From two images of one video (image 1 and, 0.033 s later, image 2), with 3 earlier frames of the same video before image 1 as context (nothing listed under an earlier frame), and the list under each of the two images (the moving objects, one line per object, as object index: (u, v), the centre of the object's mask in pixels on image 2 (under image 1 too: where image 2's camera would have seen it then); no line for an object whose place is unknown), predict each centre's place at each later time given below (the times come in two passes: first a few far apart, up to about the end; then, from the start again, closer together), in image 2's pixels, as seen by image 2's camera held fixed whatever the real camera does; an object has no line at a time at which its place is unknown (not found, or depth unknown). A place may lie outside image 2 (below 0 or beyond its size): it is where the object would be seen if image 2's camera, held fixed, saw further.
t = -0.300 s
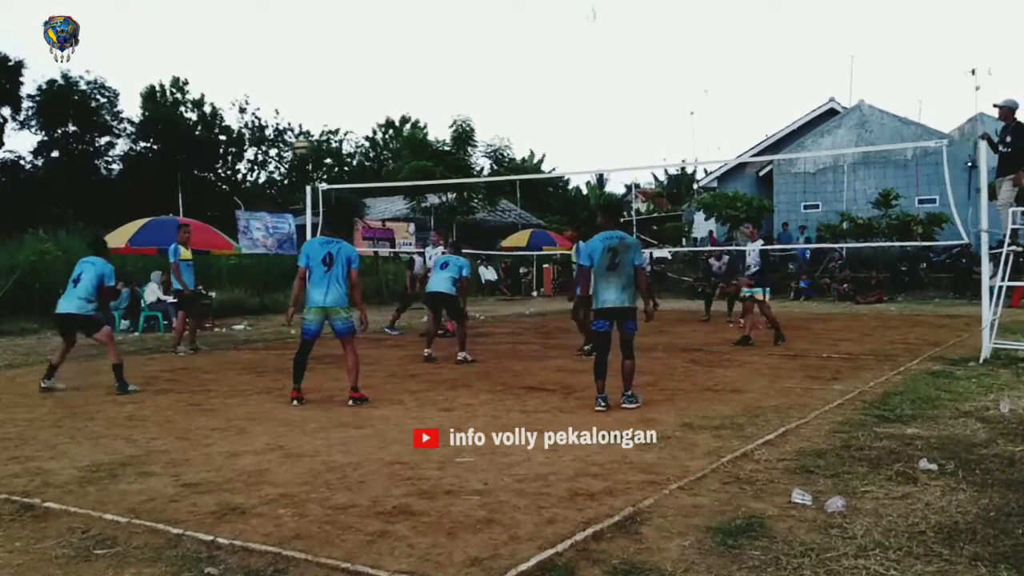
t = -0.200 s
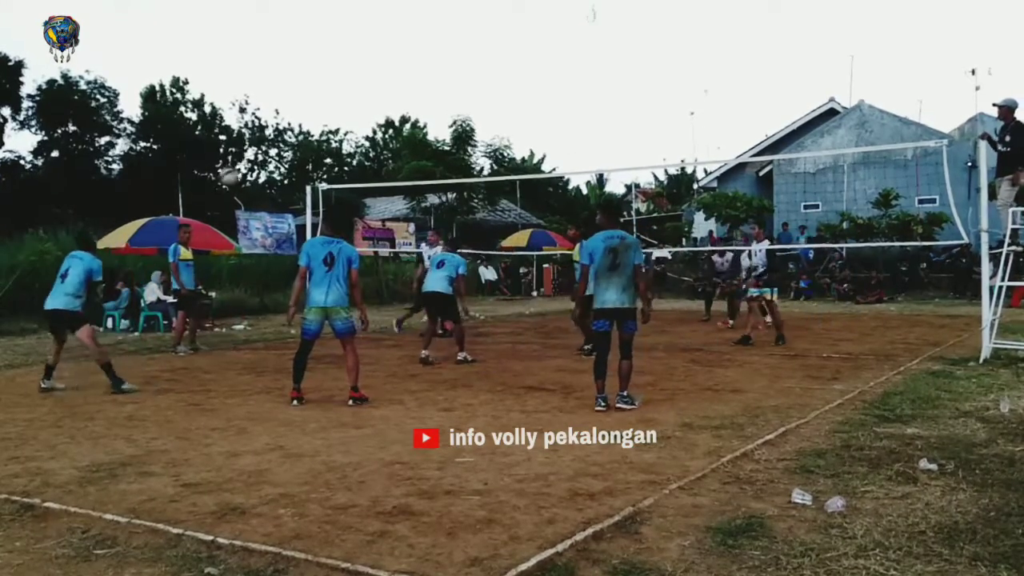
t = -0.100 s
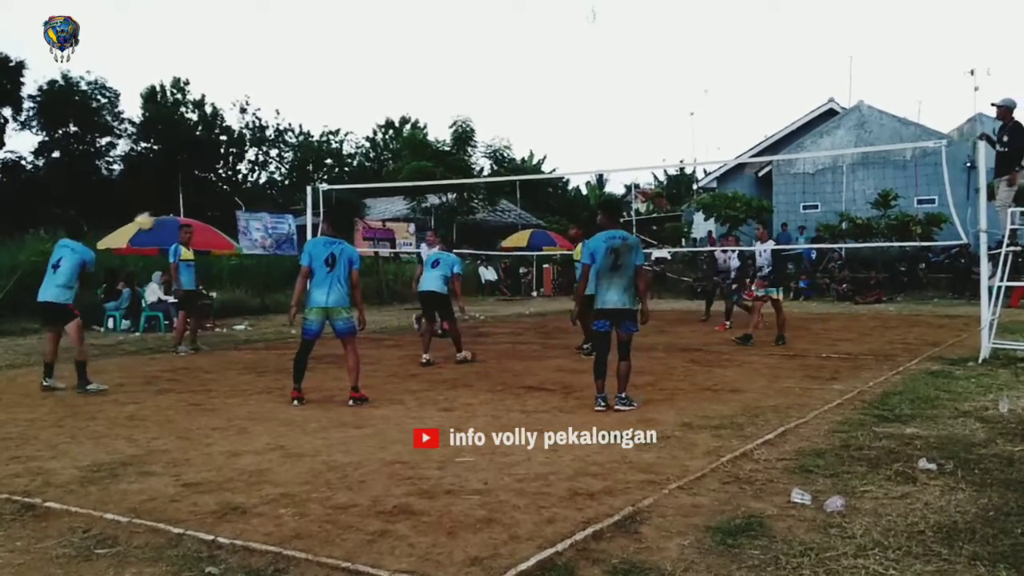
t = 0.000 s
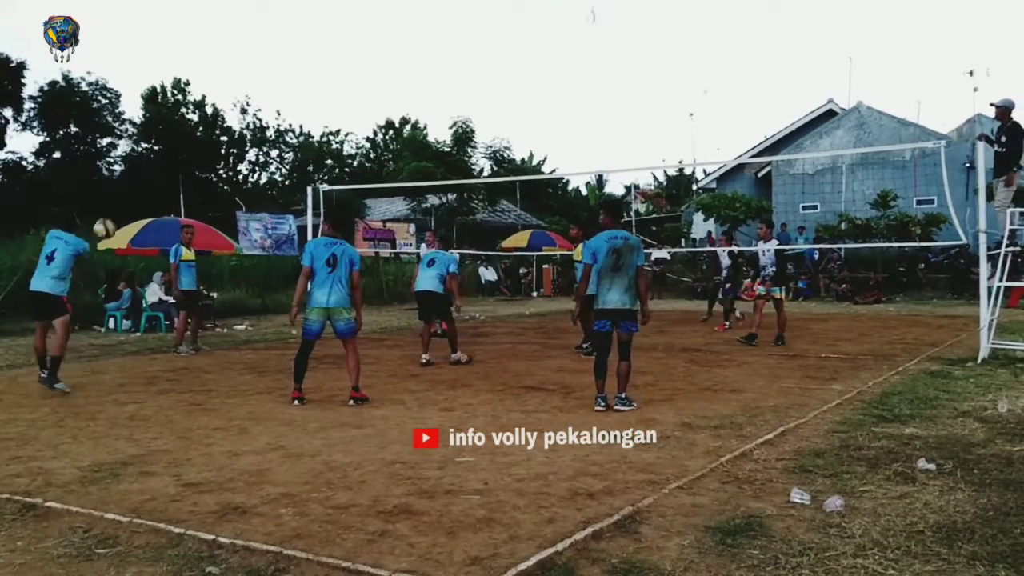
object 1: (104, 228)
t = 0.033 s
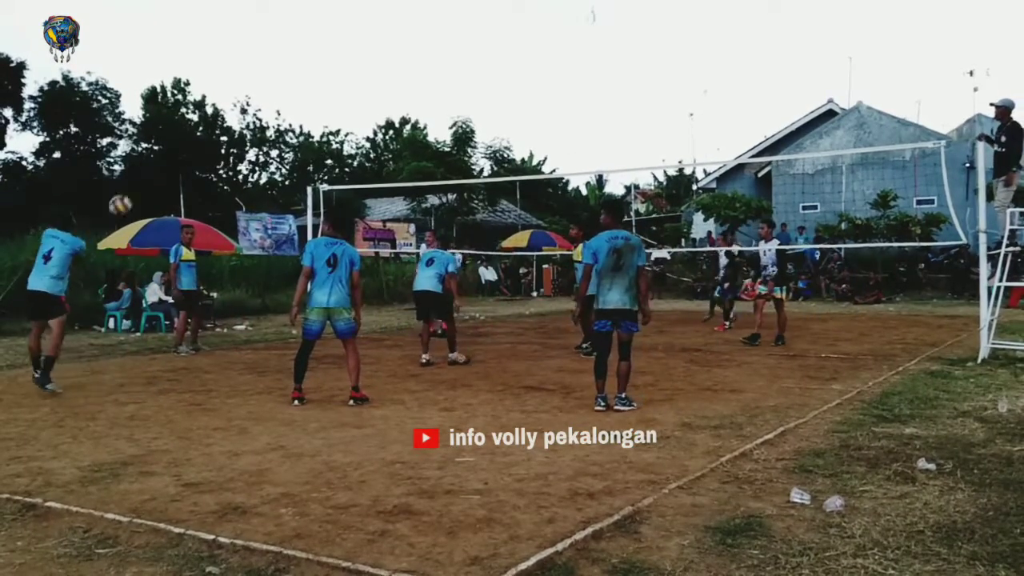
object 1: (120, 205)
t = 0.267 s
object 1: (219, 84)
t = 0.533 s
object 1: (318, 16)
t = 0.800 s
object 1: (406, 12)
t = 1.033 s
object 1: (476, 51)
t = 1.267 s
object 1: (537, 125)
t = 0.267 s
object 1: (219, 84)
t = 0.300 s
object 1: (231, 72)
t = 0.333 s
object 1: (245, 60)
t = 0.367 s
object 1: (257, 51)
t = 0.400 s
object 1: (270, 42)
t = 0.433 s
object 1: (282, 34)
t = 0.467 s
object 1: (294, 27)
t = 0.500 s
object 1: (306, 21)
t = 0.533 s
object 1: (318, 16)
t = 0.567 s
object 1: (330, 13)
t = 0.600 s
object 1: (341, 10)
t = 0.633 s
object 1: (353, 8)
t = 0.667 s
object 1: (364, 8)
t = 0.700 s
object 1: (375, 8)
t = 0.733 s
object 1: (385, 8)
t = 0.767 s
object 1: (396, 9)
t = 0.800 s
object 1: (406, 12)
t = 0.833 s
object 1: (417, 15)
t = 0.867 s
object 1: (427, 19)
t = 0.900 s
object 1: (437, 25)
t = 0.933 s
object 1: (447, 30)
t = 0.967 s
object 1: (457, 37)
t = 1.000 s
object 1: (467, 44)
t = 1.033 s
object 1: (476, 51)
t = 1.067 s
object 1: (485, 60)
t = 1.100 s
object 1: (494, 69)
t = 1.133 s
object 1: (503, 79)
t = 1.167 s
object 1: (512, 90)
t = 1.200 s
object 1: (520, 101)
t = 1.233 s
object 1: (529, 112)
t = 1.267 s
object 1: (537, 125)
